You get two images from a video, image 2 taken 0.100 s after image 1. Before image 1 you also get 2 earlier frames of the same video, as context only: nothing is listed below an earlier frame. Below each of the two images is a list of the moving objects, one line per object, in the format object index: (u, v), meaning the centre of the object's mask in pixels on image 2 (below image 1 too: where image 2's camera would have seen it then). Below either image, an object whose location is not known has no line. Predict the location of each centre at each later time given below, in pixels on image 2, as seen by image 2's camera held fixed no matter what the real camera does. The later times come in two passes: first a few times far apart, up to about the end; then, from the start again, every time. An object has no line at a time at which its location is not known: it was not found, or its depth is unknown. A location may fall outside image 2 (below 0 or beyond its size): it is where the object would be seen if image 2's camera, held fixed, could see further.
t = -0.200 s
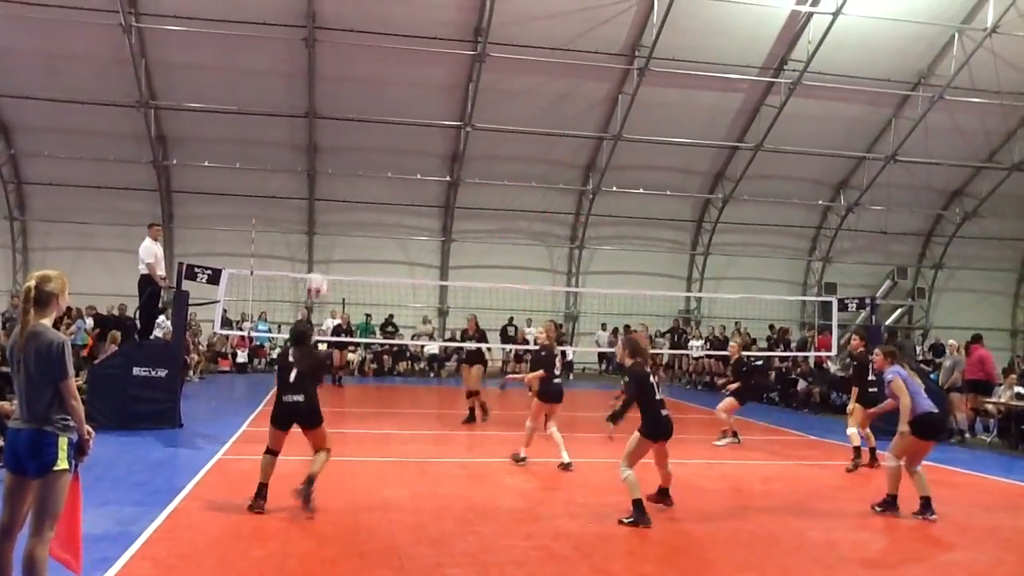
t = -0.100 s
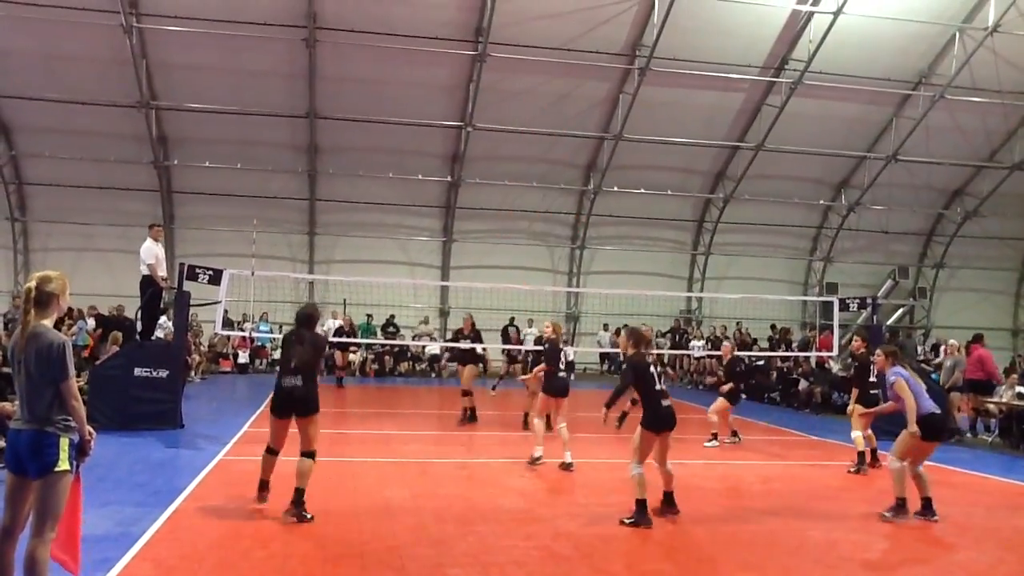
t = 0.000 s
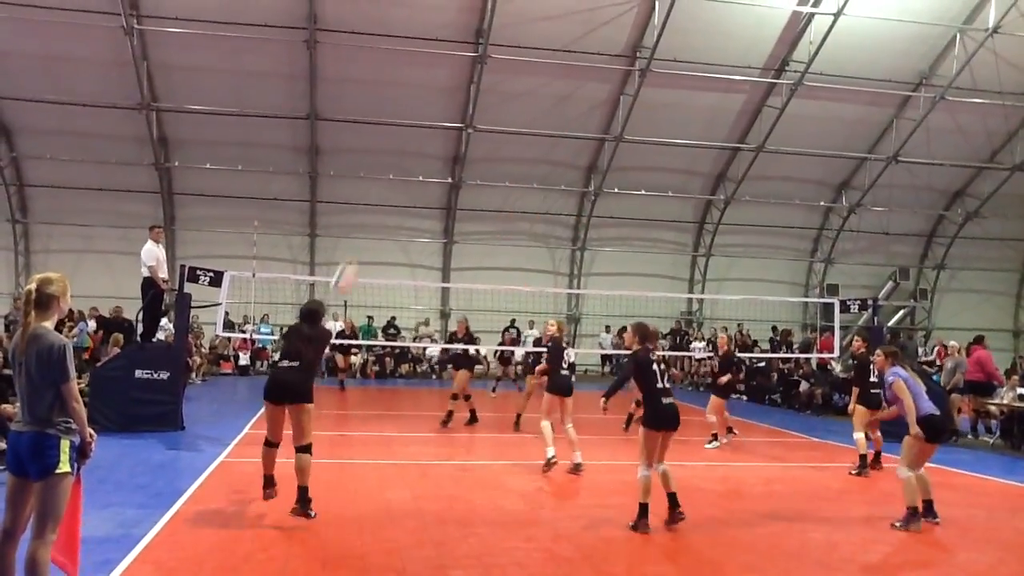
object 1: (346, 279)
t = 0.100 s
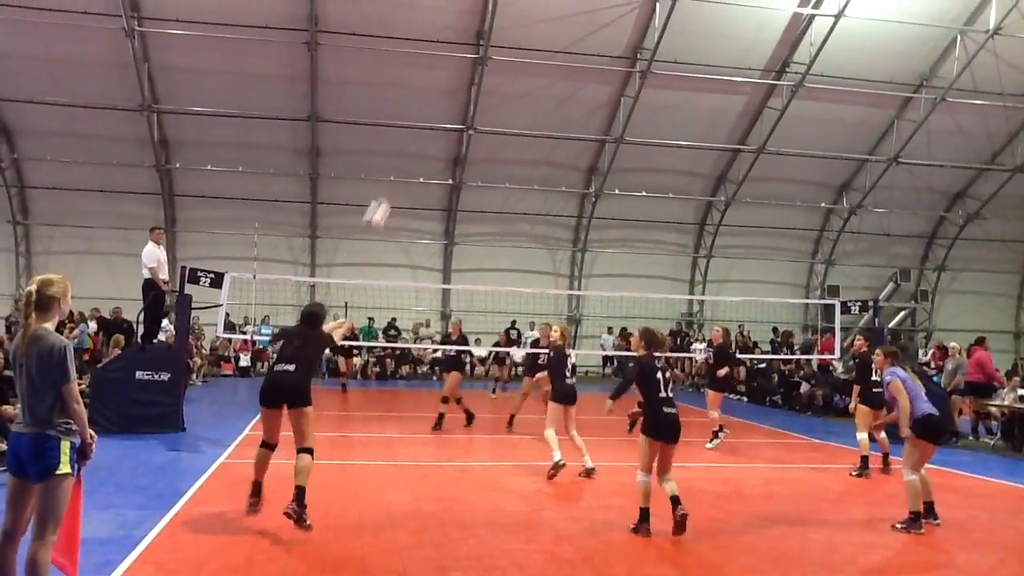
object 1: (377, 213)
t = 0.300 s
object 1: (432, 126)
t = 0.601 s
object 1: (498, 83)
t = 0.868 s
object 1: (544, 109)
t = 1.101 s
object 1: (577, 174)
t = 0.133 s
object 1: (387, 194)
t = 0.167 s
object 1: (396, 178)
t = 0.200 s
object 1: (405, 163)
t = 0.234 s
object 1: (415, 148)
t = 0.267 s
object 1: (423, 137)
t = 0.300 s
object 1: (432, 126)
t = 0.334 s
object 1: (440, 117)
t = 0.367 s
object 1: (448, 110)
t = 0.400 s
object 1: (457, 102)
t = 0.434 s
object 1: (463, 97)
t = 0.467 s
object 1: (471, 92)
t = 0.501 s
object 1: (478, 88)
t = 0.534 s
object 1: (484, 86)
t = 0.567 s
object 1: (492, 83)
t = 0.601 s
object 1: (498, 83)
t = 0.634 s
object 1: (504, 82)
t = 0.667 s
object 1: (510, 84)
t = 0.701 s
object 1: (516, 87)
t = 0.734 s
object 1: (522, 89)
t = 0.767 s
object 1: (528, 92)
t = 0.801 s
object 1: (533, 97)
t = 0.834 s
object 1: (538, 103)
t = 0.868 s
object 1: (544, 109)
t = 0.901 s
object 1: (549, 115)
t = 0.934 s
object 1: (555, 123)
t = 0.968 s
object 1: (559, 133)
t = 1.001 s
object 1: (563, 142)
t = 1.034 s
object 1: (568, 153)
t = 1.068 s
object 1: (572, 162)
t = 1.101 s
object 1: (577, 174)
